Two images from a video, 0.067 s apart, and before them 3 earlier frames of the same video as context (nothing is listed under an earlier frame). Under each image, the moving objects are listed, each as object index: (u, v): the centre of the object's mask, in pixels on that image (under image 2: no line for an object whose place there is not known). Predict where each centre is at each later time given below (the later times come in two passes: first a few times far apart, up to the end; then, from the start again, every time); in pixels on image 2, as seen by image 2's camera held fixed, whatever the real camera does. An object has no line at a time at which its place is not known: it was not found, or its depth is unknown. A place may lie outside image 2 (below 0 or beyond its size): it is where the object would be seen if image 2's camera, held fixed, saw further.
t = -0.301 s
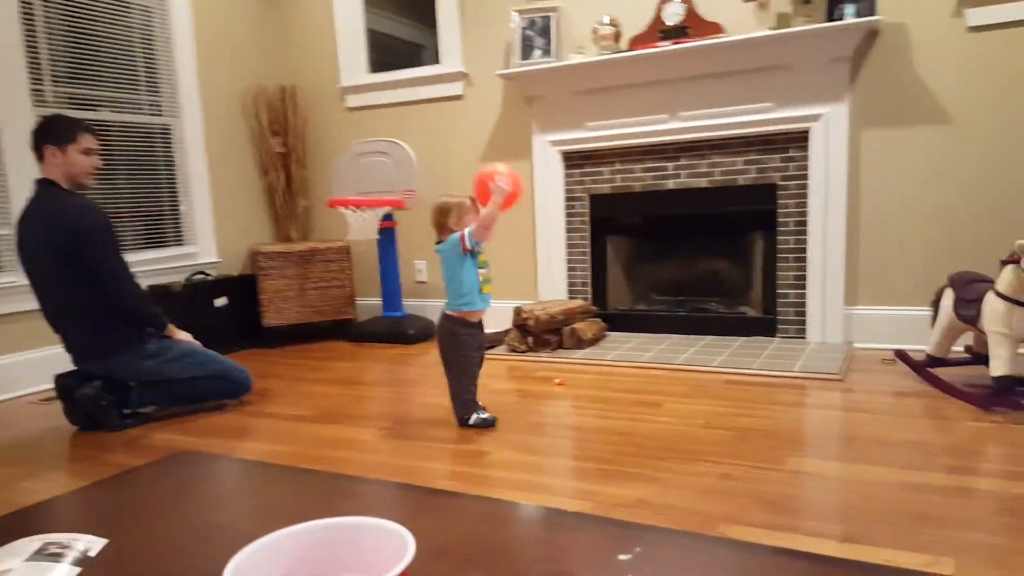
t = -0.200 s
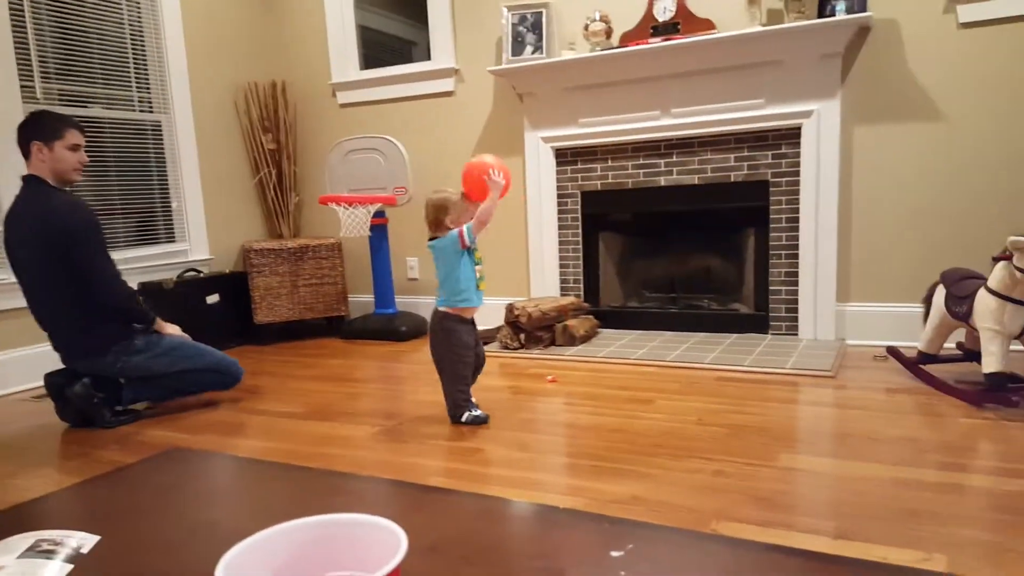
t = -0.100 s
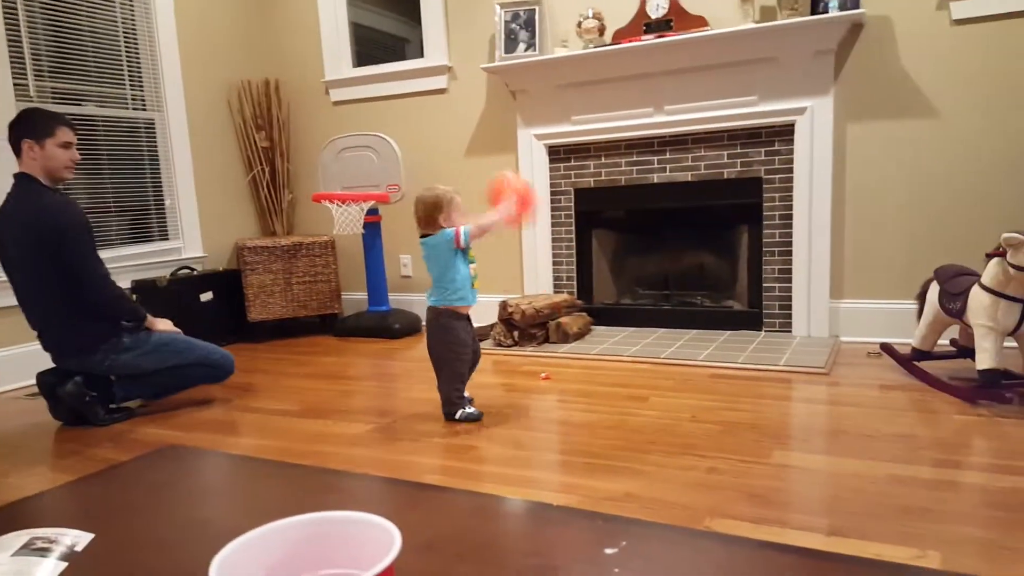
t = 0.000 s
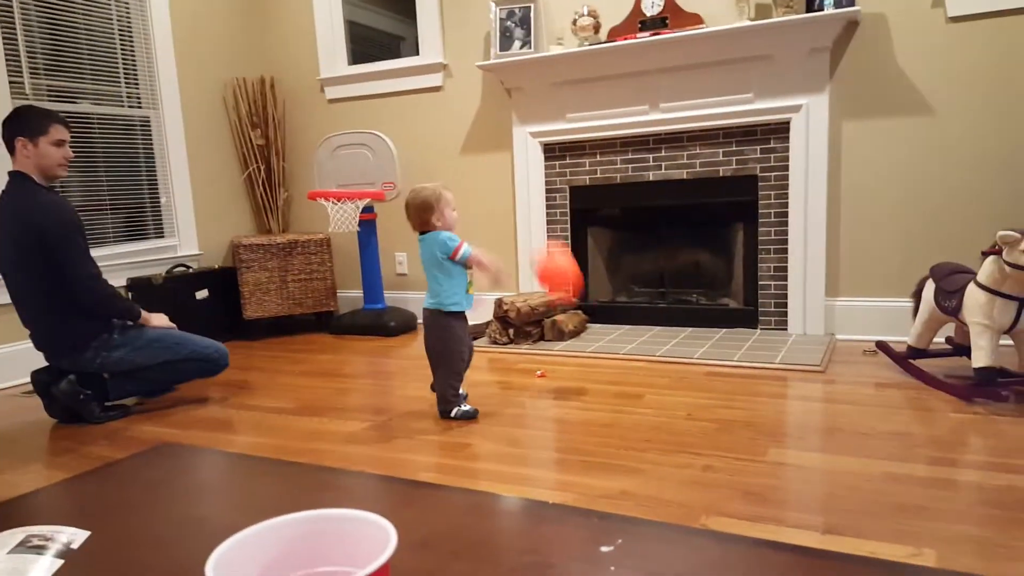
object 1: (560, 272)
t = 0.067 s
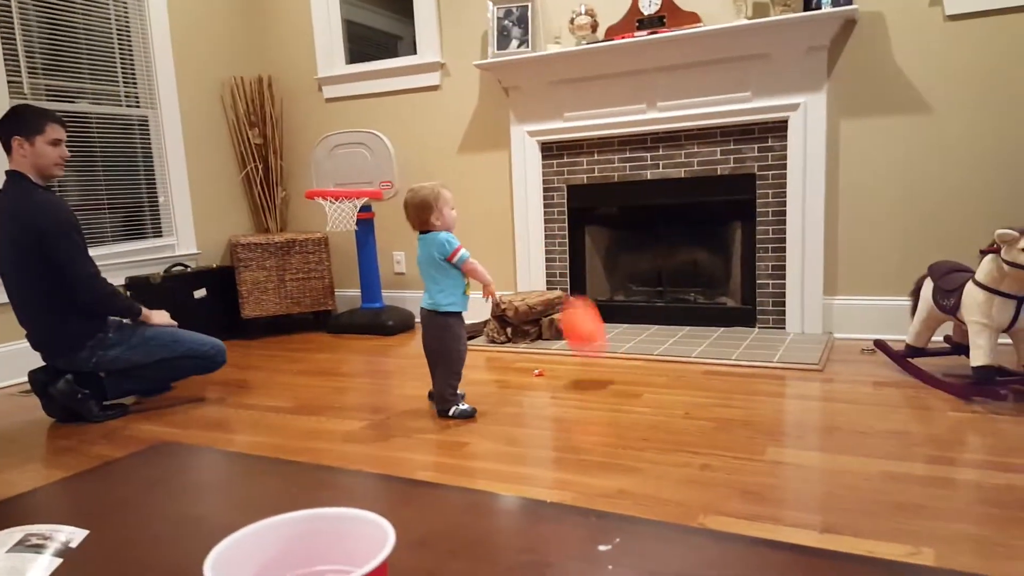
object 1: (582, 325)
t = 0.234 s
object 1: (611, 269)
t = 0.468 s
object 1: (636, 187)
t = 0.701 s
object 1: (666, 235)
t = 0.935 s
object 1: (689, 293)
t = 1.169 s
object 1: (704, 221)
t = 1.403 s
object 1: (719, 269)
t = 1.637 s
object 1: (732, 270)
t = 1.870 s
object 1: (744, 250)
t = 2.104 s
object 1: (745, 315)
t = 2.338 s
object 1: (725, 295)
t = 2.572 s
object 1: (703, 305)
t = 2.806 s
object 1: (681, 330)
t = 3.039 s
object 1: (653, 331)
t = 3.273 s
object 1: (626, 330)
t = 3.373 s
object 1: (616, 351)
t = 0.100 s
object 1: (596, 359)
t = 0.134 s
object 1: (602, 336)
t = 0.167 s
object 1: (604, 310)
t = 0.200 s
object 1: (607, 290)
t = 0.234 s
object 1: (611, 269)
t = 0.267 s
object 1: (614, 249)
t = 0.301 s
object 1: (618, 232)
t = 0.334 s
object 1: (621, 218)
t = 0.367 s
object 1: (625, 207)
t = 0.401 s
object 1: (628, 198)
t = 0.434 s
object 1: (632, 191)
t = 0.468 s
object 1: (636, 187)
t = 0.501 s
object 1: (640, 186)
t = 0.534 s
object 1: (644, 188)
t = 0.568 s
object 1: (648, 192)
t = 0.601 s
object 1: (653, 199)
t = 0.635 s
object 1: (657, 208)
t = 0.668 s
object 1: (661, 220)
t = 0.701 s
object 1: (666, 235)
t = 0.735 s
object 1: (670, 252)
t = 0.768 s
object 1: (674, 272)
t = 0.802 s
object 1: (678, 294)
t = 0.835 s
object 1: (682, 315)
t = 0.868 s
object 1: (686, 332)
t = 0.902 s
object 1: (688, 308)
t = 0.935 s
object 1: (689, 293)
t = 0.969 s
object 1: (692, 275)
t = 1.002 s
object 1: (694, 261)
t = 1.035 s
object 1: (696, 248)
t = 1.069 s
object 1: (698, 238)
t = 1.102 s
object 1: (700, 230)
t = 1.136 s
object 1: (702, 225)
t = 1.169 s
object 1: (704, 221)
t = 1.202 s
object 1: (706, 221)
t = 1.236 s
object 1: (708, 223)
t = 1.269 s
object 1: (710, 227)
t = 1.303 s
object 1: (712, 233)
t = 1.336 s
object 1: (714, 243)
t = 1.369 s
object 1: (717, 255)
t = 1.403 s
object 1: (719, 269)
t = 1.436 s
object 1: (721, 285)
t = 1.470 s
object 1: (723, 303)
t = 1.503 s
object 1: (725, 321)
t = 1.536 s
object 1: (727, 310)
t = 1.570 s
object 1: (728, 296)
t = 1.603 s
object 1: (730, 281)
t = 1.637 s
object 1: (732, 270)
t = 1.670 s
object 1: (733, 260)
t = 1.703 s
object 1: (735, 253)
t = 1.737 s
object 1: (737, 247)
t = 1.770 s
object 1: (739, 245)
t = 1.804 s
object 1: (740, 244)
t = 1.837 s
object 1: (742, 246)
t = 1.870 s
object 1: (744, 250)
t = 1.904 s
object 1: (745, 256)
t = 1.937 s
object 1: (747, 265)
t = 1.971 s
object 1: (749, 277)
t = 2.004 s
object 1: (750, 289)
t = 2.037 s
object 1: (749, 300)
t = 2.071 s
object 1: (748, 312)
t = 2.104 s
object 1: (745, 315)
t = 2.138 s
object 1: (742, 305)
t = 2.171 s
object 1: (739, 298)
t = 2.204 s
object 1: (737, 293)
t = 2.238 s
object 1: (734, 290)
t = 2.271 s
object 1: (730, 289)
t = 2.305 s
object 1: (728, 291)
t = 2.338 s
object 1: (725, 295)
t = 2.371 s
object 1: (722, 301)
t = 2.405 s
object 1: (719, 309)
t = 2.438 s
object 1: (716, 320)
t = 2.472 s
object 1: (712, 322)
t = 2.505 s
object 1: (709, 314)
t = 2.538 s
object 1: (706, 309)
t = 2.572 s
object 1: (703, 305)
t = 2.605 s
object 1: (700, 304)
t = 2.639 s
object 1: (697, 304)
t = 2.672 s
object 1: (694, 307)
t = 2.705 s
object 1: (691, 311)
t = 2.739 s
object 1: (688, 318)
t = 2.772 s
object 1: (685, 328)
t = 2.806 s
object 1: (681, 330)
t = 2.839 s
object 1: (677, 323)
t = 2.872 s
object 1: (673, 319)
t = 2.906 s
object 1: (669, 317)
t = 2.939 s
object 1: (665, 316)
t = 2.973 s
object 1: (661, 319)
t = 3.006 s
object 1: (657, 323)
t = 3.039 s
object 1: (653, 331)
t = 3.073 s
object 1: (649, 343)
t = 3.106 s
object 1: (645, 347)
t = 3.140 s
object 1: (641, 338)
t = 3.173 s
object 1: (637, 333)
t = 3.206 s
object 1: (633, 330)
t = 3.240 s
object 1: (629, 329)
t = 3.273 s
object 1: (626, 330)
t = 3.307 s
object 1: (623, 334)
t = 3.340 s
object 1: (619, 340)
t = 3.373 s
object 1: (616, 351)
